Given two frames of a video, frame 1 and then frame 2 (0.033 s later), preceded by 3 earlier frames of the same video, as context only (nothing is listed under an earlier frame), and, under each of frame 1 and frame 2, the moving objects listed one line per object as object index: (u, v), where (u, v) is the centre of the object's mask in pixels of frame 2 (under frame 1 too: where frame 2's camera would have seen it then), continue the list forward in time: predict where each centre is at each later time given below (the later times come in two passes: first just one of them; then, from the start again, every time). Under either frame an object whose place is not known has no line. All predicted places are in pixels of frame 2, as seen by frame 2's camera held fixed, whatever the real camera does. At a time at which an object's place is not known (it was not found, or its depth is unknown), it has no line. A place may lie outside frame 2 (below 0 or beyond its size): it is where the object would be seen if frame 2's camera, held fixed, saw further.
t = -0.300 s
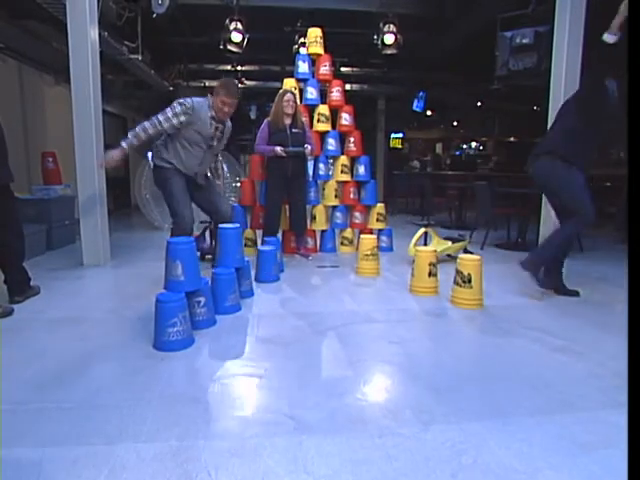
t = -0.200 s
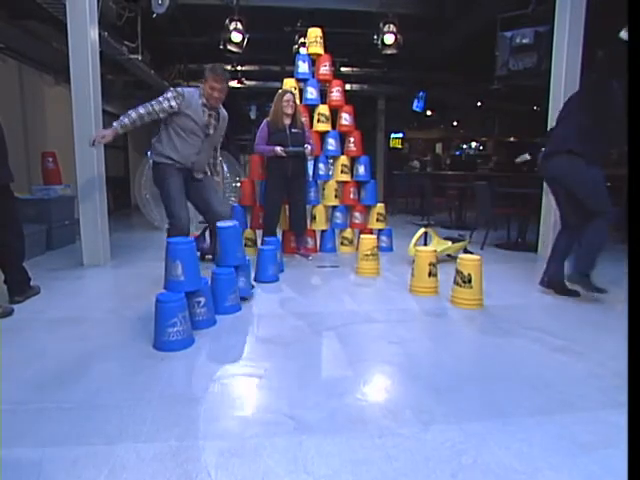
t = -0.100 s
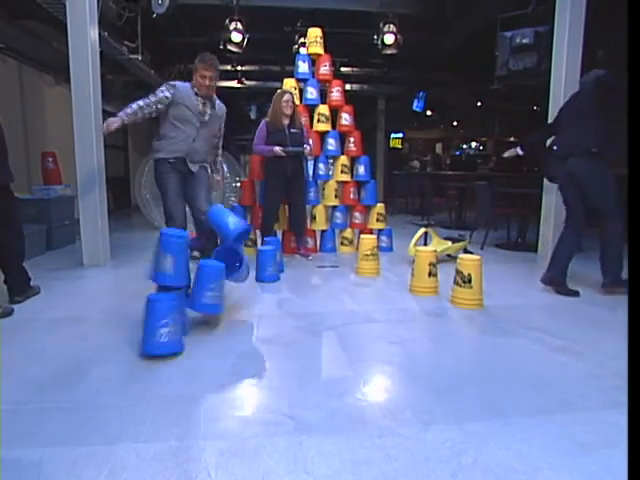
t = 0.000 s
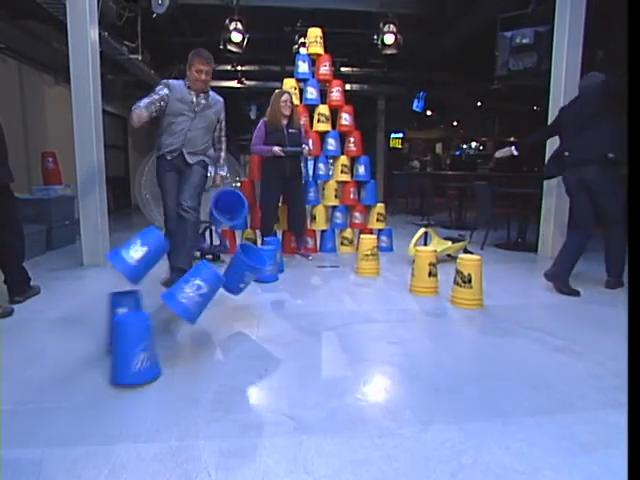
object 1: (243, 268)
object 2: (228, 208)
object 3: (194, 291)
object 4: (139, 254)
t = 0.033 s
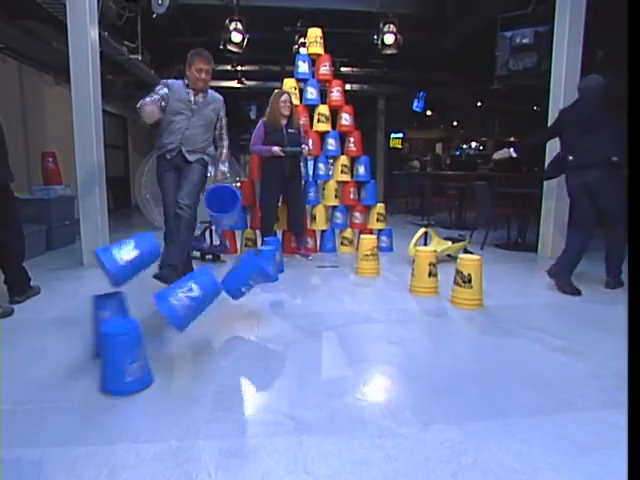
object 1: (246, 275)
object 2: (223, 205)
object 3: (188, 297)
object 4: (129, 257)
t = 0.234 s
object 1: (261, 312)
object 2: (217, 241)
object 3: (150, 418)
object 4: (44, 330)
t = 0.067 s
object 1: (250, 281)
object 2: (222, 208)
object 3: (182, 306)
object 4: (118, 262)
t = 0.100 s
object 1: (252, 290)
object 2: (220, 211)
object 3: (175, 317)
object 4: (105, 270)
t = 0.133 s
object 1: (256, 302)
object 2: (221, 216)
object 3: (169, 334)
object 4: (93, 280)
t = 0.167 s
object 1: (260, 311)
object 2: (218, 222)
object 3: (163, 353)
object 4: (67, 308)
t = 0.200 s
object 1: (261, 309)
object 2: (217, 231)
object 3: (157, 382)
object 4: (54, 318)
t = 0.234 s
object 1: (261, 312)
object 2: (217, 241)
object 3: (150, 418)
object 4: (44, 330)
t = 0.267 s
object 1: (263, 310)
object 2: (218, 253)
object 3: (142, 439)
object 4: (49, 342)
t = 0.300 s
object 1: (265, 312)
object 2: (220, 266)
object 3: (140, 441)
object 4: (40, 344)
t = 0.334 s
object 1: (267, 313)
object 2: (221, 279)
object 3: (141, 449)
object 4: (29, 341)
